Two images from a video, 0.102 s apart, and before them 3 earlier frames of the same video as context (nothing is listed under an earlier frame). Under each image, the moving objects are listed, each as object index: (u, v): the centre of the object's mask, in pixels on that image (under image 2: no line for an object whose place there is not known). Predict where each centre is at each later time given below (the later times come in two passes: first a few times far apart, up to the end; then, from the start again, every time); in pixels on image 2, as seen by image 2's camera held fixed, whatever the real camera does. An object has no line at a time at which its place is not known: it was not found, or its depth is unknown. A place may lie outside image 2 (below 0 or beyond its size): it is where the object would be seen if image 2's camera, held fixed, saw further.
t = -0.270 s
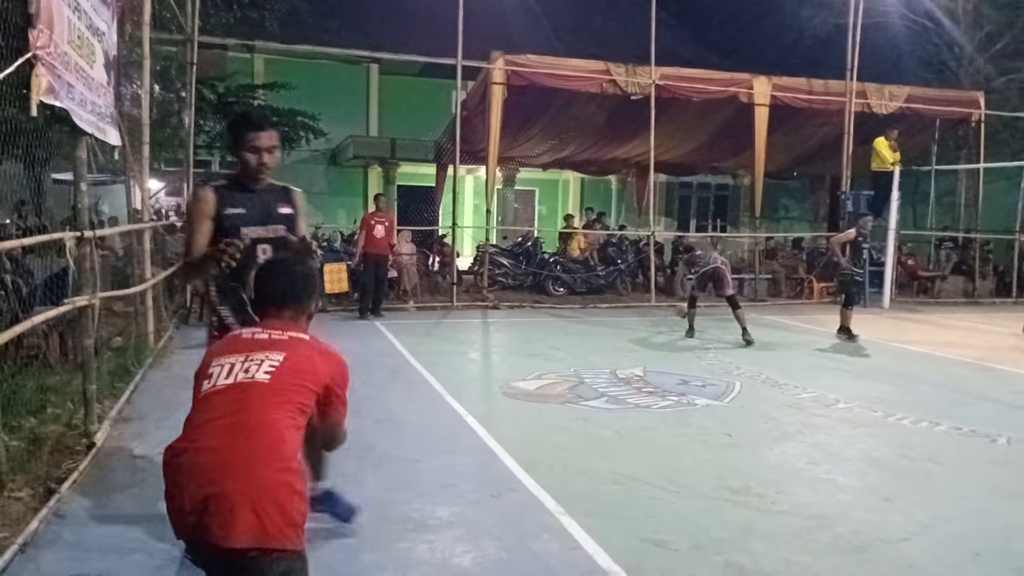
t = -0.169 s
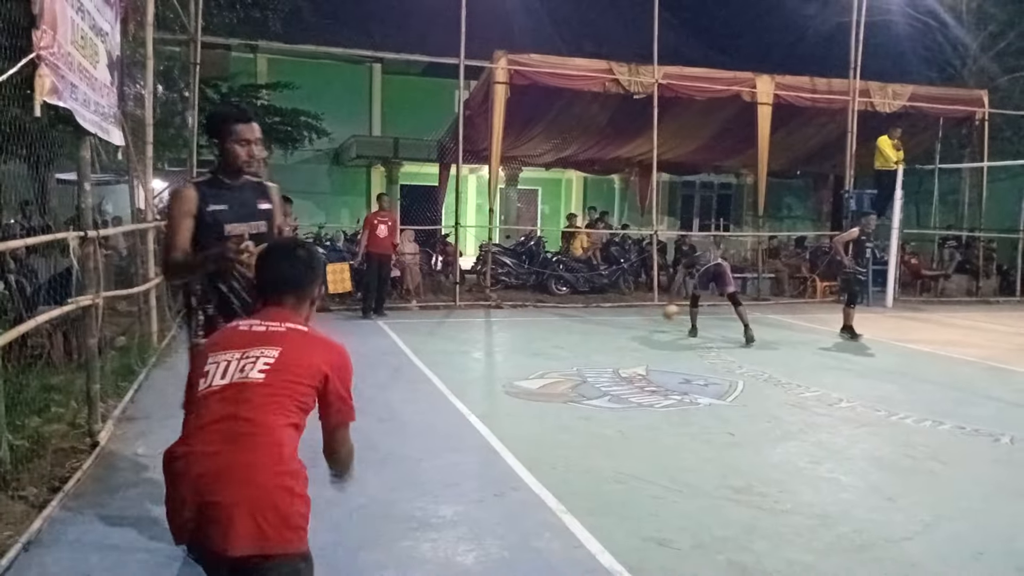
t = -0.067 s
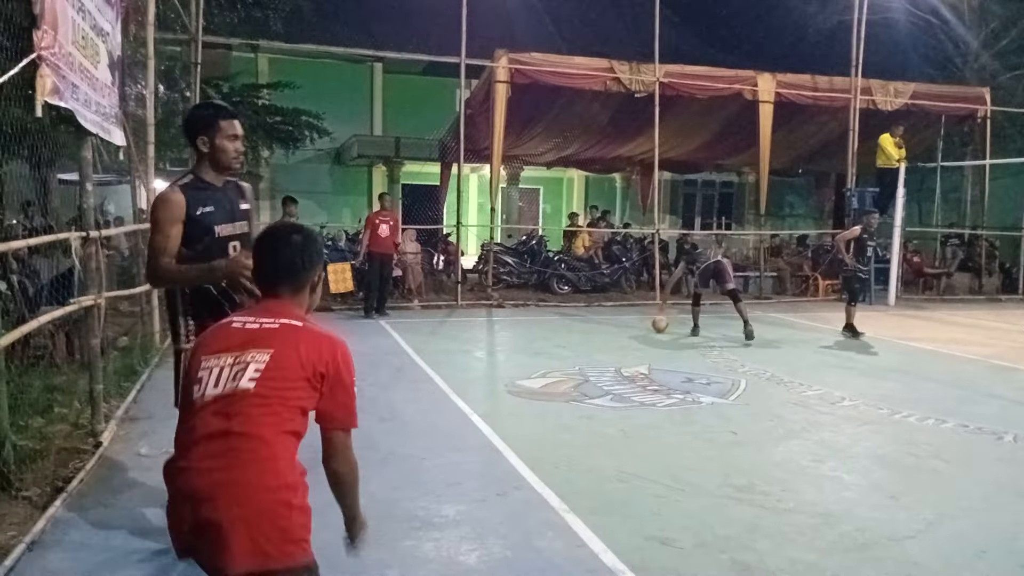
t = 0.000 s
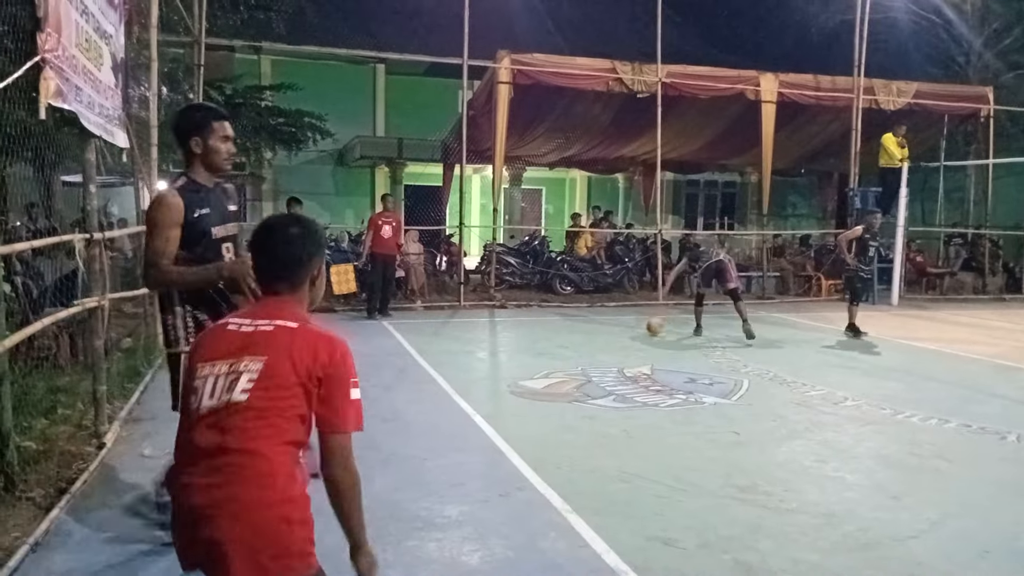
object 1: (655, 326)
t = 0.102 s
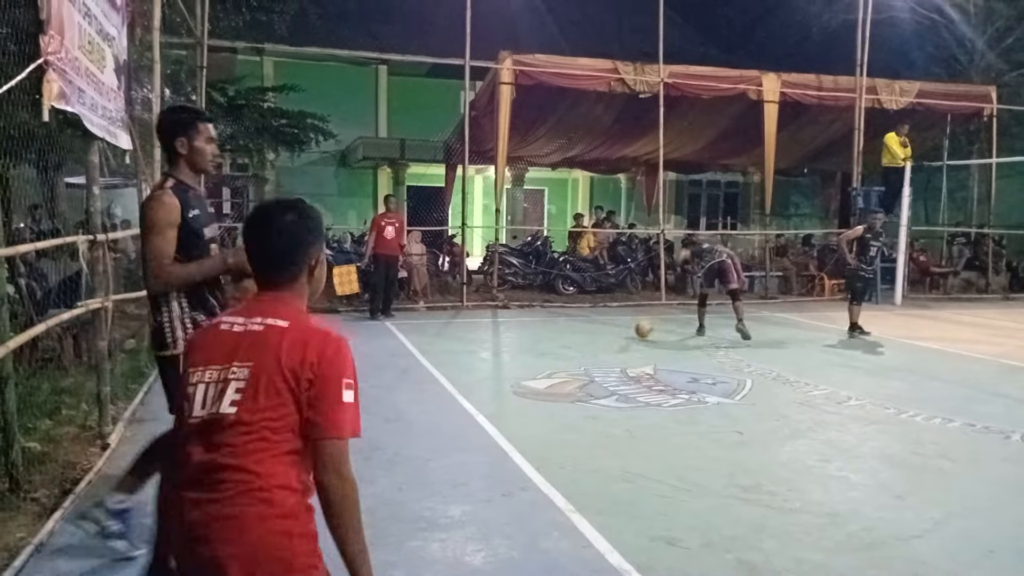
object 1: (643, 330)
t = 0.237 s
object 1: (624, 337)
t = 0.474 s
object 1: (584, 351)
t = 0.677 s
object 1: (544, 365)
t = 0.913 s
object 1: (488, 381)
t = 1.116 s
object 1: (427, 399)
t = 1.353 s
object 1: (339, 428)
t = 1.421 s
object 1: (309, 438)
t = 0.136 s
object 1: (639, 332)
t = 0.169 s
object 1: (633, 335)
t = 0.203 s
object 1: (628, 336)
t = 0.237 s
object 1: (624, 337)
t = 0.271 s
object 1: (619, 338)
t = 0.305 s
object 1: (614, 340)
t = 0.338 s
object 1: (608, 344)
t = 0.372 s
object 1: (602, 346)
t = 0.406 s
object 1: (596, 346)
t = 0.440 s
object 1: (591, 347)
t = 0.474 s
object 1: (584, 351)
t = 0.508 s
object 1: (577, 355)
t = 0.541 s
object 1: (572, 356)
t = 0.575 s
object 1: (565, 357)
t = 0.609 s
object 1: (558, 360)
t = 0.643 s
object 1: (552, 363)
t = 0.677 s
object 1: (544, 365)
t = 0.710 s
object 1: (535, 368)
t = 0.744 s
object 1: (529, 369)
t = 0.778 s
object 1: (521, 371)
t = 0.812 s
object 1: (513, 373)
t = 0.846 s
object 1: (504, 377)
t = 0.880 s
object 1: (496, 381)
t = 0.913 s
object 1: (488, 381)
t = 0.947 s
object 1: (478, 386)
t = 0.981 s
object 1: (468, 389)
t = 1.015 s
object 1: (459, 392)
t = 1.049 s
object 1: (449, 393)
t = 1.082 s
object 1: (438, 395)
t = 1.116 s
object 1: (427, 399)
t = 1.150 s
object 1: (415, 404)
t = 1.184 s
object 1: (404, 408)
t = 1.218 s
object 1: (393, 409)
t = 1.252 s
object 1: (380, 413)
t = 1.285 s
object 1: (366, 419)
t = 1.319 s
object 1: (352, 425)
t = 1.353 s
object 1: (339, 428)
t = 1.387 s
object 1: (323, 432)
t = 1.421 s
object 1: (309, 438)
